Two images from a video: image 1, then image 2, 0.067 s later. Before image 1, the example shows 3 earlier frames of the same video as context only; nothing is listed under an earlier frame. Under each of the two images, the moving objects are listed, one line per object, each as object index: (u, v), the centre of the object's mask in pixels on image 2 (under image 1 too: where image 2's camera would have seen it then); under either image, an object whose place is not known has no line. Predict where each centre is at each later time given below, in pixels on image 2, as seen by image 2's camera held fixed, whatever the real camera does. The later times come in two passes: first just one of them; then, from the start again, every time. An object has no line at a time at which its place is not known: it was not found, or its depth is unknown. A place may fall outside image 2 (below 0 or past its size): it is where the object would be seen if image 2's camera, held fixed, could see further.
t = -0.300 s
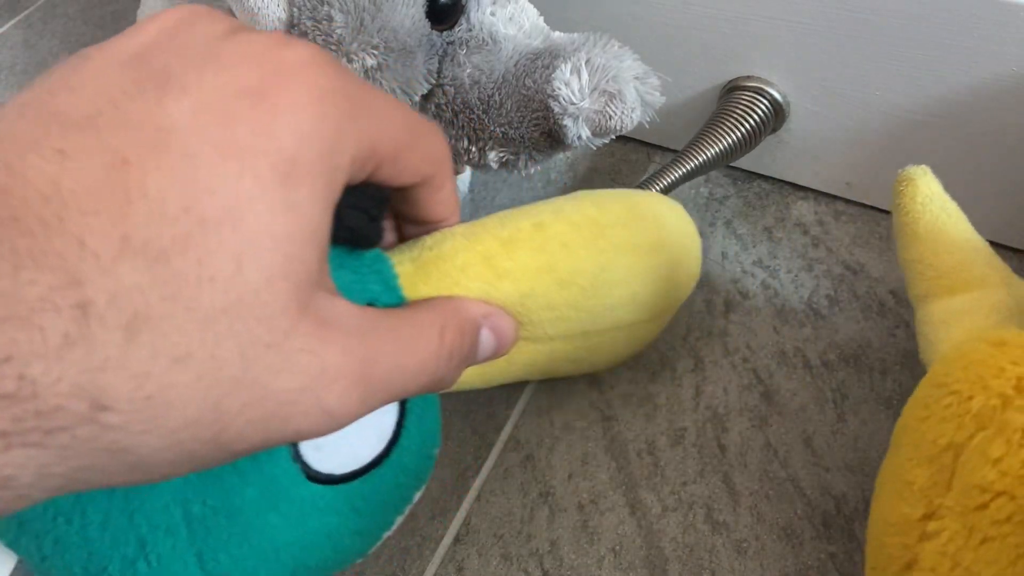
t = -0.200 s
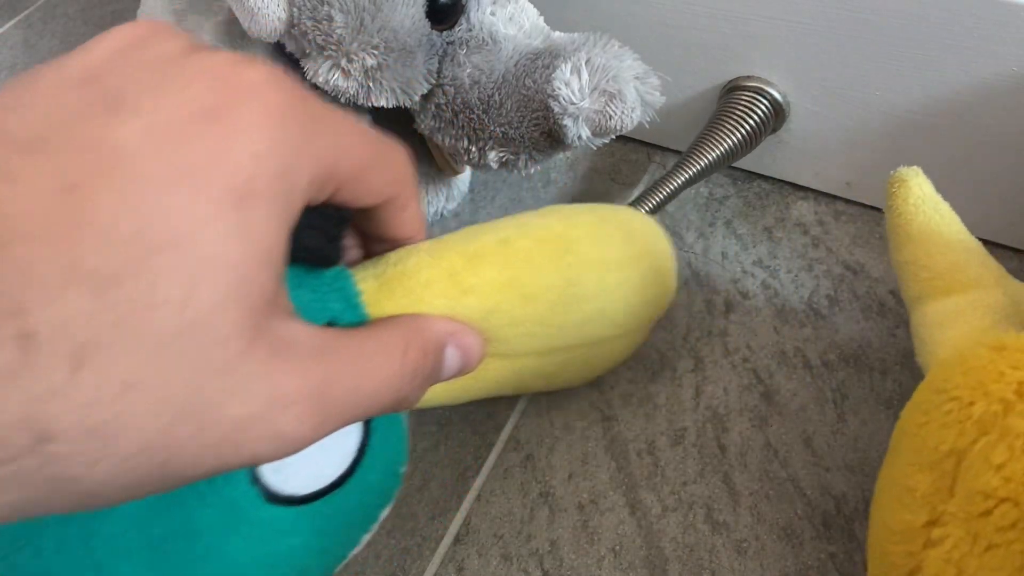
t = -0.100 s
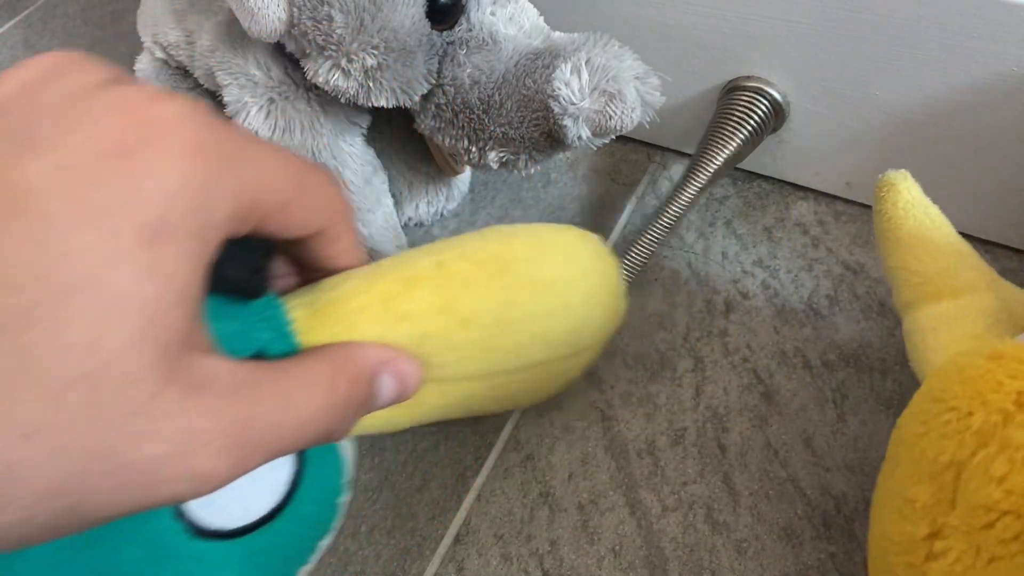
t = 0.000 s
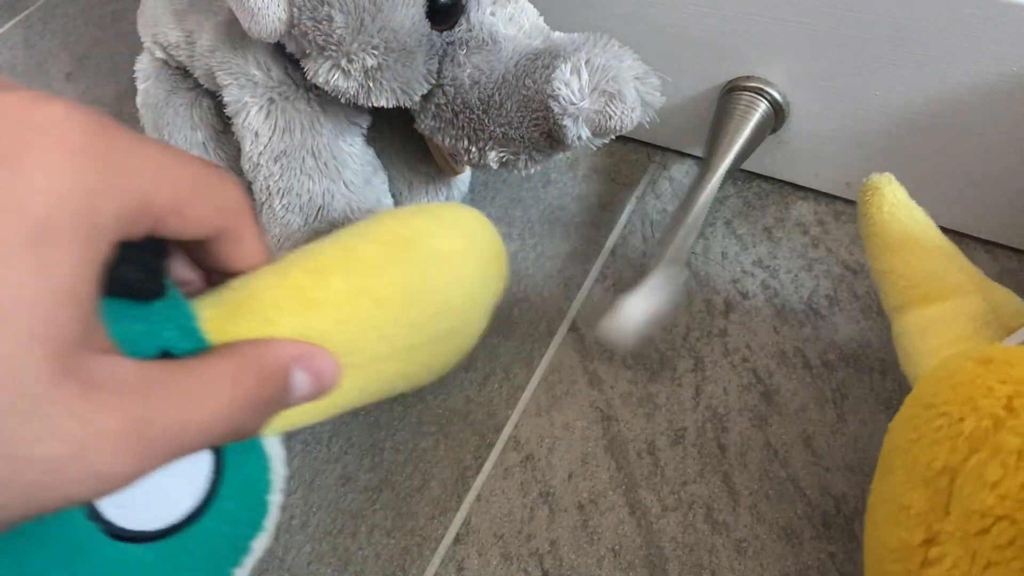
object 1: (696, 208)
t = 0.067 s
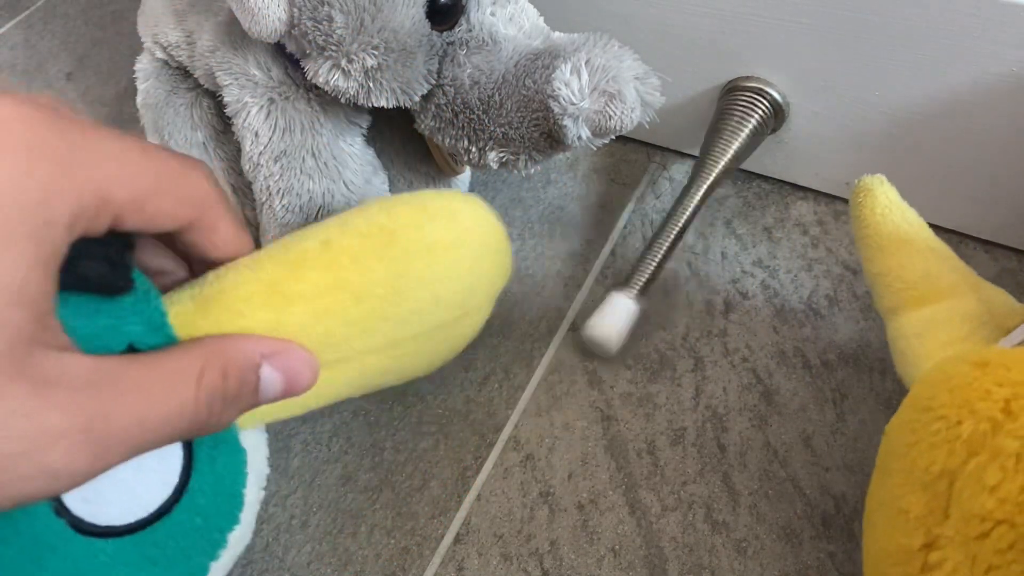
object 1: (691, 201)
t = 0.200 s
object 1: (701, 217)
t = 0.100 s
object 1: (721, 198)
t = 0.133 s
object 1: (684, 212)
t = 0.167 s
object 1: (705, 212)
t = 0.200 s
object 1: (701, 217)
